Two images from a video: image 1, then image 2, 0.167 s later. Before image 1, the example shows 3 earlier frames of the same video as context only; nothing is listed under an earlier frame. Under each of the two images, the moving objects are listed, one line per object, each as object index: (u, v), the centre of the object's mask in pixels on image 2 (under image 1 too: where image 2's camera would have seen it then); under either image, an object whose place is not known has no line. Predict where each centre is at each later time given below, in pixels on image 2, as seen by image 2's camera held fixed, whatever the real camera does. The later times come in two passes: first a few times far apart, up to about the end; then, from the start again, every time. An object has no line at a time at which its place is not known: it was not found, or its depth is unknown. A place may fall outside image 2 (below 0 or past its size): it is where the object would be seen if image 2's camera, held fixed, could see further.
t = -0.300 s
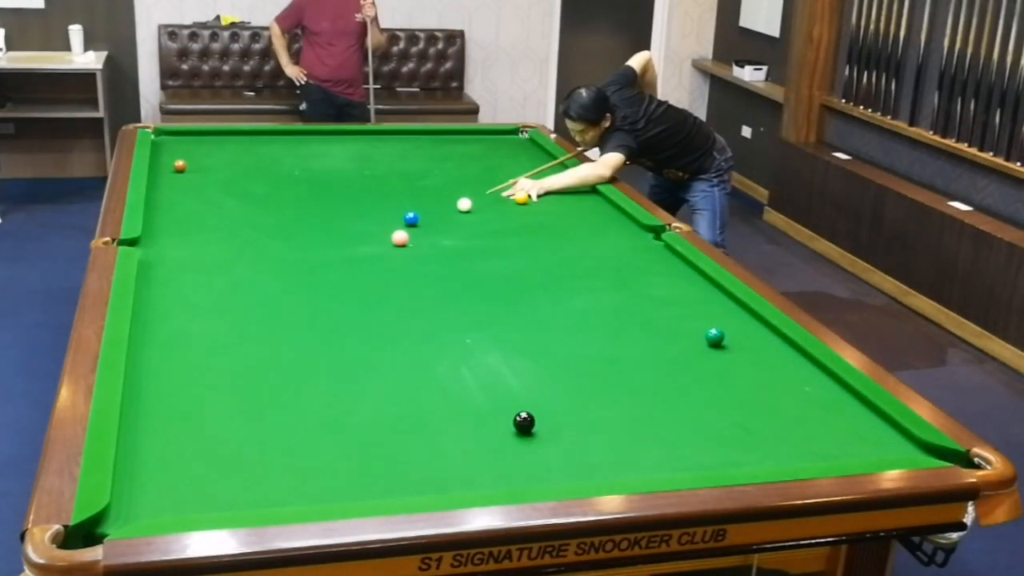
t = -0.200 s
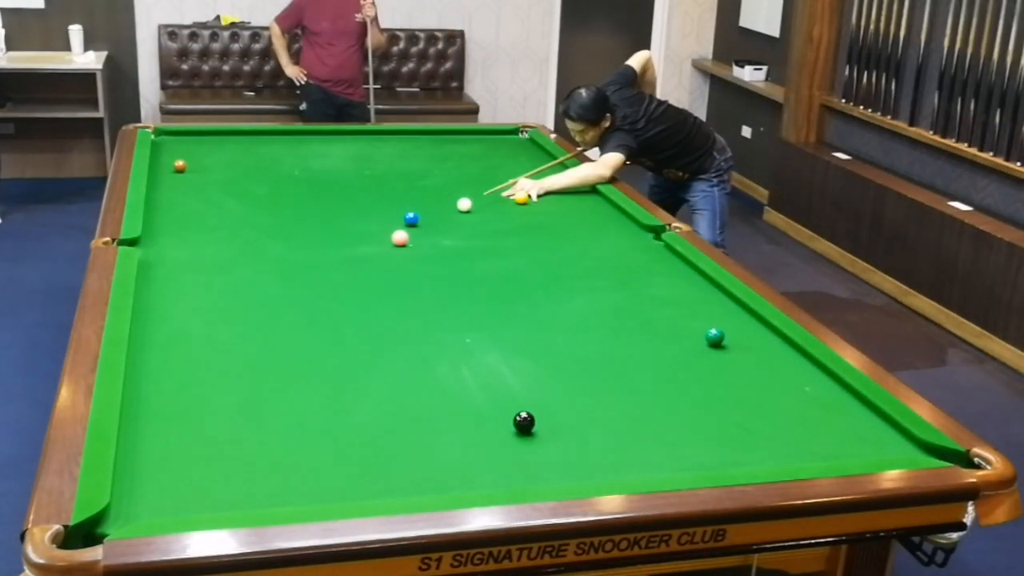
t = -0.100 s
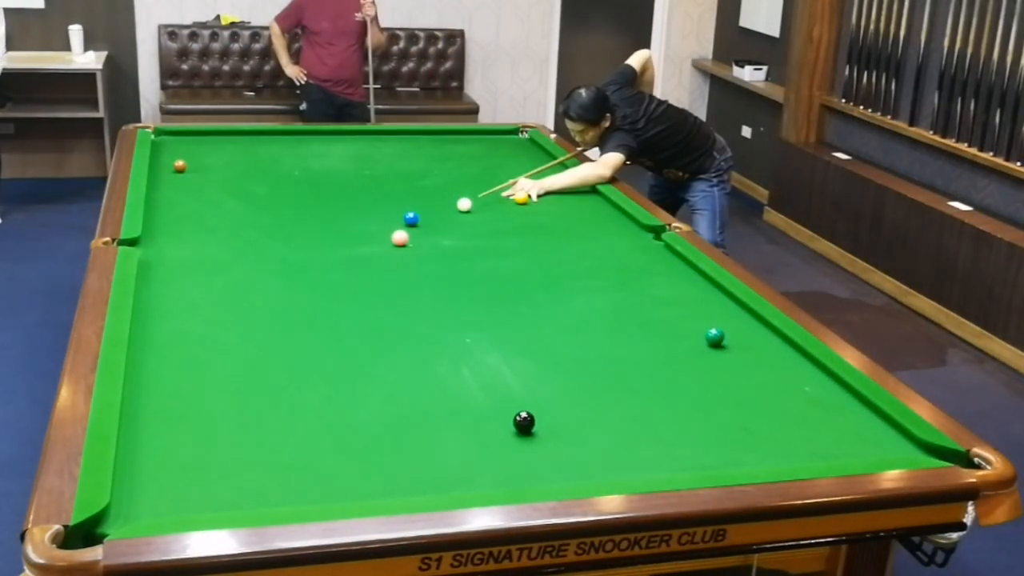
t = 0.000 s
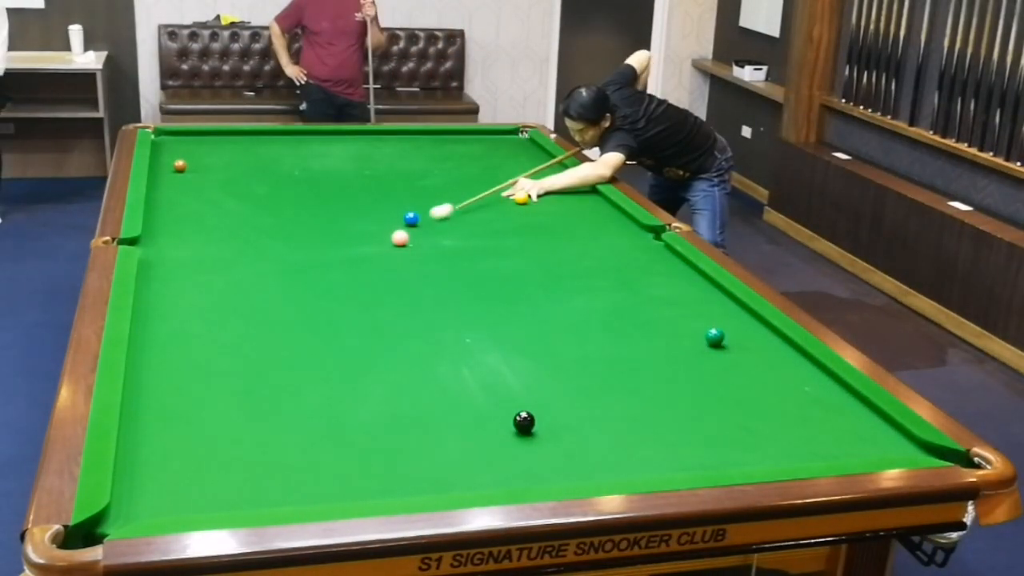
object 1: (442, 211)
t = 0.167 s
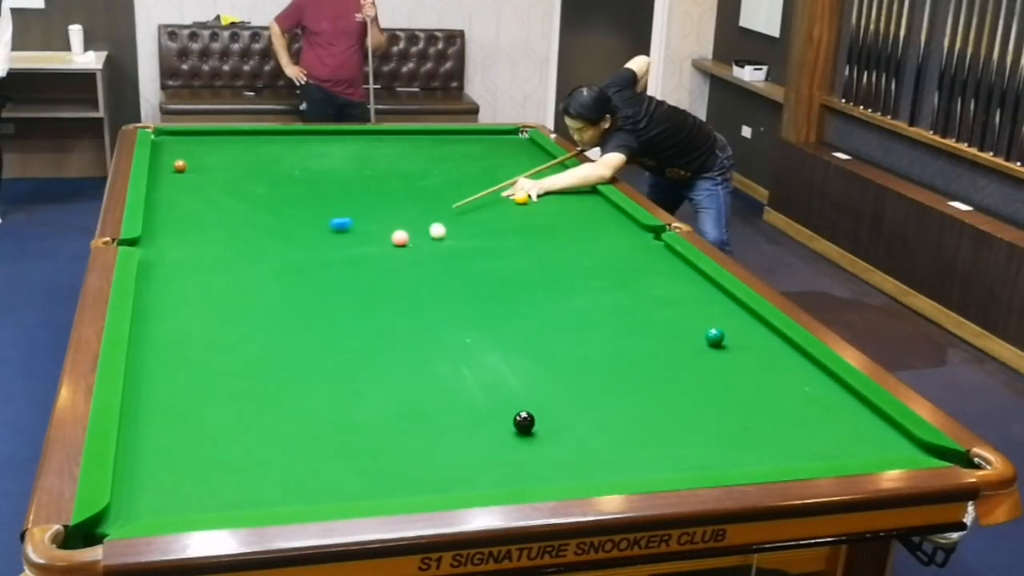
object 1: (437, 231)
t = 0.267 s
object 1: (440, 242)
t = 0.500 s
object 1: (439, 272)
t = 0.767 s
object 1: (437, 312)
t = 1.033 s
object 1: (434, 359)
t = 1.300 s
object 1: (431, 417)
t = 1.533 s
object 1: (428, 479)
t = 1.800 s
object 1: (384, 451)
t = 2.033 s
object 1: (345, 414)
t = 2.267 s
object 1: (313, 382)
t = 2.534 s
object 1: (280, 350)
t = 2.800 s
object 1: (253, 323)
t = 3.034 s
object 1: (231, 302)
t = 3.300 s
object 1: (210, 280)
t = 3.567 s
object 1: (191, 262)
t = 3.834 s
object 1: (174, 245)
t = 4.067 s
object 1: (161, 232)
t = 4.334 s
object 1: (151, 219)
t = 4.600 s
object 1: (158, 208)
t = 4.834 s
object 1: (164, 199)
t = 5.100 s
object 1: (171, 190)
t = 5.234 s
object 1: (174, 186)
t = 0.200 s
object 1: (439, 234)
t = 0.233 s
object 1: (440, 238)
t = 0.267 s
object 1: (440, 242)
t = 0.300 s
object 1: (440, 246)
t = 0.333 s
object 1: (440, 250)
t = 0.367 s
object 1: (440, 254)
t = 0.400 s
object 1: (440, 258)
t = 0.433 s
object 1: (439, 263)
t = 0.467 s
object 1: (439, 267)
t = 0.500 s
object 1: (439, 272)
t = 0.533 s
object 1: (439, 276)
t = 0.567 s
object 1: (439, 281)
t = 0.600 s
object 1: (438, 286)
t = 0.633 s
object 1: (438, 291)
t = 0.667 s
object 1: (438, 296)
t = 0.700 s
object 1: (438, 301)
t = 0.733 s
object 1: (437, 306)
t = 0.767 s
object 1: (437, 312)
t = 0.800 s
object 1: (437, 317)
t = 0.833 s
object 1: (436, 323)
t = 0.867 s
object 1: (436, 328)
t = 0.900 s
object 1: (436, 334)
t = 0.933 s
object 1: (436, 340)
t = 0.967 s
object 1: (435, 346)
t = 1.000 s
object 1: (434, 353)
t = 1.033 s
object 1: (434, 359)
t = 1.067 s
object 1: (434, 366)
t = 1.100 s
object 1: (433, 373)
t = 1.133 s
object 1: (433, 380)
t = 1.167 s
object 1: (433, 387)
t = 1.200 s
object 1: (433, 394)
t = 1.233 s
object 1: (432, 402)
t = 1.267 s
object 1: (431, 409)
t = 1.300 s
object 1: (431, 417)
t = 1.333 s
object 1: (431, 425)
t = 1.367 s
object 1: (431, 434)
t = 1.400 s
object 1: (430, 443)
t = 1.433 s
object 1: (430, 451)
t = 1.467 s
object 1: (429, 460)
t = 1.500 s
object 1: (428, 470)
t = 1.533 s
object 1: (428, 479)
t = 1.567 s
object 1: (427, 486)
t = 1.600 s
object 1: (422, 486)
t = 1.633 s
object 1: (414, 481)
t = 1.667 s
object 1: (408, 475)
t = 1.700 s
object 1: (401, 468)
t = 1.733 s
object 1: (396, 462)
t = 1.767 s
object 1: (390, 456)
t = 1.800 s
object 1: (384, 451)
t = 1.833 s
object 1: (378, 445)
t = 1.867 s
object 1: (373, 439)
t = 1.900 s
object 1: (367, 434)
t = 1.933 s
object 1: (361, 429)
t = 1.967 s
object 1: (356, 424)
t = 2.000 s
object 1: (351, 419)
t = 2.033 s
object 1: (345, 414)
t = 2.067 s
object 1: (340, 409)
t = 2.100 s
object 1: (336, 404)
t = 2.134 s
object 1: (331, 400)
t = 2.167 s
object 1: (326, 395)
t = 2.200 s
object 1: (321, 391)
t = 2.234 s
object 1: (317, 386)
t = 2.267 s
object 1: (313, 382)
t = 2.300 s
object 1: (308, 378)
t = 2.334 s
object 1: (304, 374)
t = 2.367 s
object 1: (300, 370)
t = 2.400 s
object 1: (296, 365)
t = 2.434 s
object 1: (292, 362)
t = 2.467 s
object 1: (288, 358)
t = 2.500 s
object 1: (284, 354)
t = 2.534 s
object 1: (280, 350)
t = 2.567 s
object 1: (276, 347)
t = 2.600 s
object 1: (273, 343)
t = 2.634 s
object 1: (269, 340)
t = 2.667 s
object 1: (266, 336)
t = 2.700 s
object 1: (262, 332)
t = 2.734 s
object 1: (259, 329)
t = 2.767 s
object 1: (256, 326)
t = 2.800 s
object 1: (253, 323)
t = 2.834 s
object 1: (249, 320)
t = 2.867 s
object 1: (246, 317)
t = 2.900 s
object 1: (243, 313)
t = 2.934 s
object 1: (240, 310)
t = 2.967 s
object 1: (237, 307)
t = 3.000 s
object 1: (234, 305)
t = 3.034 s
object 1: (231, 302)
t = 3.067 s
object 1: (228, 299)
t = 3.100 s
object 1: (225, 296)
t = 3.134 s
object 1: (223, 293)
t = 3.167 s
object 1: (220, 291)
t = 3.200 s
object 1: (218, 288)
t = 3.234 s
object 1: (215, 285)
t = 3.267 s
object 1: (212, 283)
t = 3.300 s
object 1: (210, 280)
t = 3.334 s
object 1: (207, 278)
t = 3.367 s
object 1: (205, 275)
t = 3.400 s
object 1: (202, 273)
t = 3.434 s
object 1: (200, 271)
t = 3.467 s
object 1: (197, 269)
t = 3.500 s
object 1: (195, 266)
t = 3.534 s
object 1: (193, 264)
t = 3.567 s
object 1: (191, 262)
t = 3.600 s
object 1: (188, 260)
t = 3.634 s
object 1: (186, 258)
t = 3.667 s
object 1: (184, 255)
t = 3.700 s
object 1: (182, 253)
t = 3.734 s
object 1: (180, 251)
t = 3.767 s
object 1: (179, 249)
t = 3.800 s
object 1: (176, 247)
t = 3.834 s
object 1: (174, 245)
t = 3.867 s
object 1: (172, 243)
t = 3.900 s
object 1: (170, 241)
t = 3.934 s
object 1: (169, 239)
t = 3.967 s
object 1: (167, 238)
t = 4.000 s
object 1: (165, 236)
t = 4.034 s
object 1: (163, 234)
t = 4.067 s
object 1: (161, 232)
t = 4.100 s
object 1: (159, 231)
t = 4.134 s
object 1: (159, 229)
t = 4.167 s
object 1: (156, 227)
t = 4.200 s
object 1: (155, 225)
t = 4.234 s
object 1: (153, 224)
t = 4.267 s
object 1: (152, 222)
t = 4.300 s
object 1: (151, 221)
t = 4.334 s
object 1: (151, 219)
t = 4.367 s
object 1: (152, 217)
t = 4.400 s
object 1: (153, 216)
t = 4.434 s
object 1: (154, 215)
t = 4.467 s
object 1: (155, 213)
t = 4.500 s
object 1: (155, 212)
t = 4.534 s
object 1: (156, 211)
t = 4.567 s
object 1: (157, 209)
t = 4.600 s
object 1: (158, 208)
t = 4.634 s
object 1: (159, 207)
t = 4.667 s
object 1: (160, 205)
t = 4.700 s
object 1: (161, 204)
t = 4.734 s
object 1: (162, 203)
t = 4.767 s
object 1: (163, 202)
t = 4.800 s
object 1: (163, 200)
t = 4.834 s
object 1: (164, 199)
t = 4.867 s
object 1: (165, 198)
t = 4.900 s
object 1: (166, 197)
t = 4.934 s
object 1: (167, 196)
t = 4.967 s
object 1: (168, 195)
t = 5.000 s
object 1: (169, 194)
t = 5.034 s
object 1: (170, 192)
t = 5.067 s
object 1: (170, 191)
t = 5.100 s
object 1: (171, 190)
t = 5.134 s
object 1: (172, 189)
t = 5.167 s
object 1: (173, 188)
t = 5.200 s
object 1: (173, 187)
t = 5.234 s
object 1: (174, 186)
